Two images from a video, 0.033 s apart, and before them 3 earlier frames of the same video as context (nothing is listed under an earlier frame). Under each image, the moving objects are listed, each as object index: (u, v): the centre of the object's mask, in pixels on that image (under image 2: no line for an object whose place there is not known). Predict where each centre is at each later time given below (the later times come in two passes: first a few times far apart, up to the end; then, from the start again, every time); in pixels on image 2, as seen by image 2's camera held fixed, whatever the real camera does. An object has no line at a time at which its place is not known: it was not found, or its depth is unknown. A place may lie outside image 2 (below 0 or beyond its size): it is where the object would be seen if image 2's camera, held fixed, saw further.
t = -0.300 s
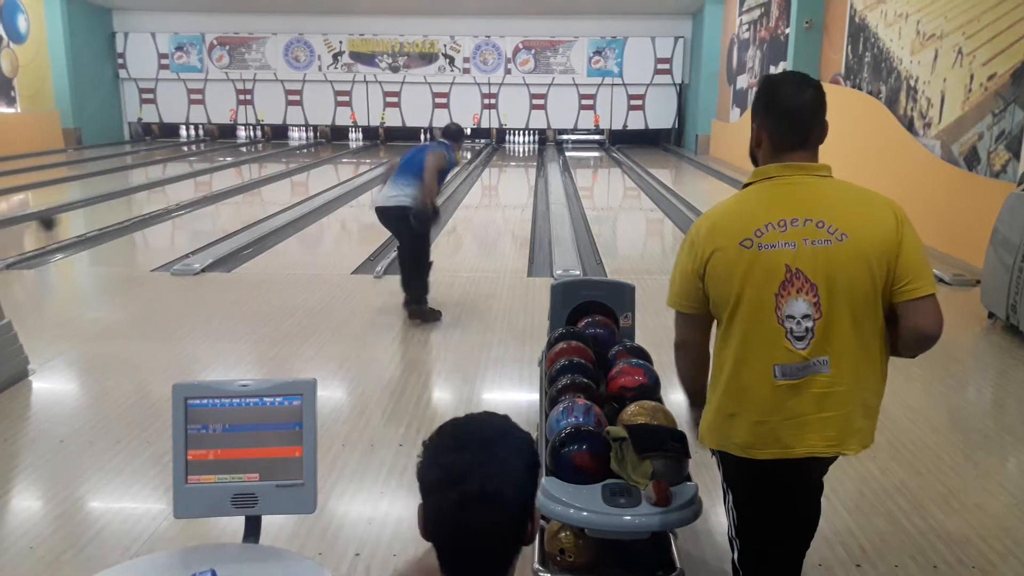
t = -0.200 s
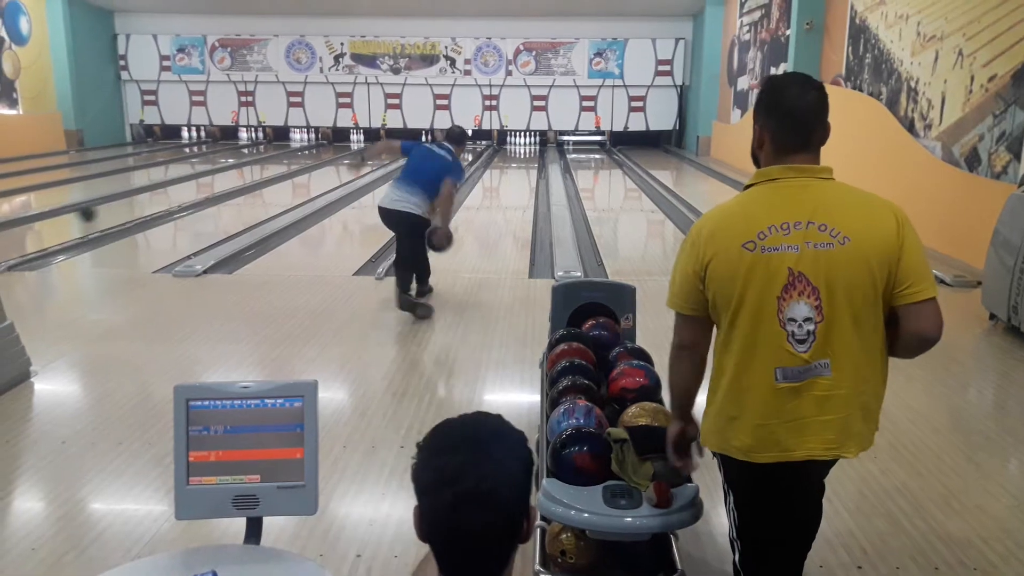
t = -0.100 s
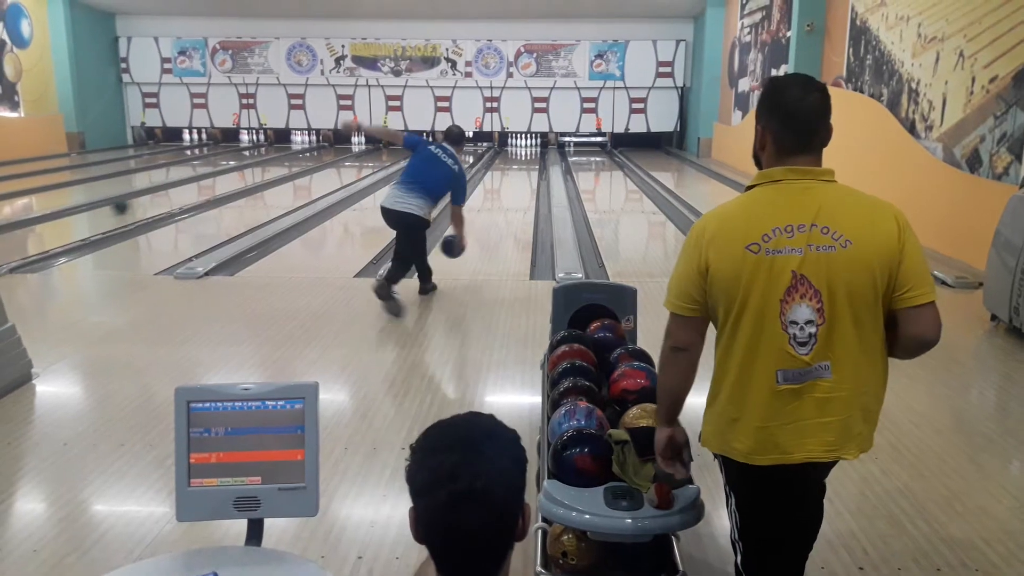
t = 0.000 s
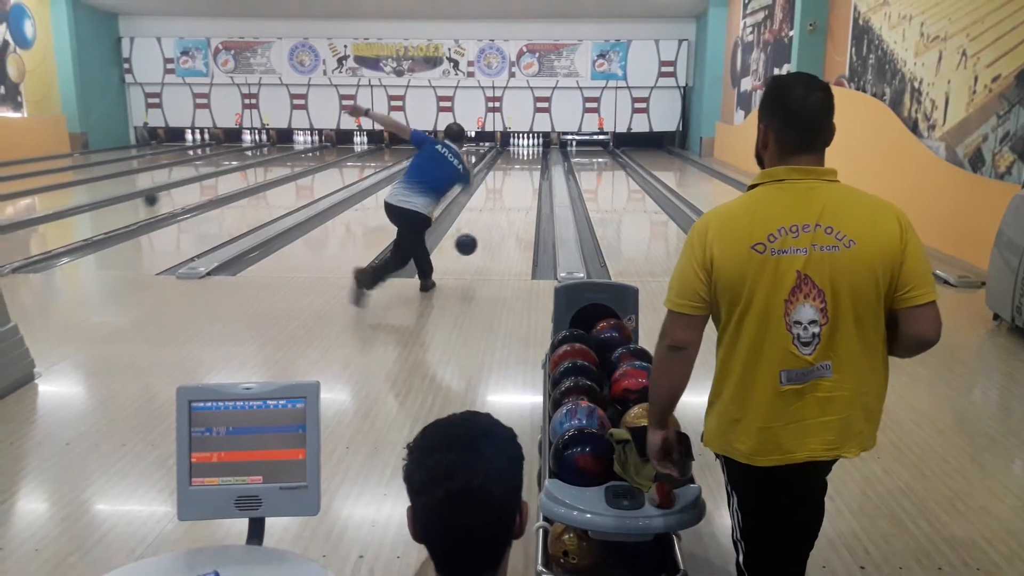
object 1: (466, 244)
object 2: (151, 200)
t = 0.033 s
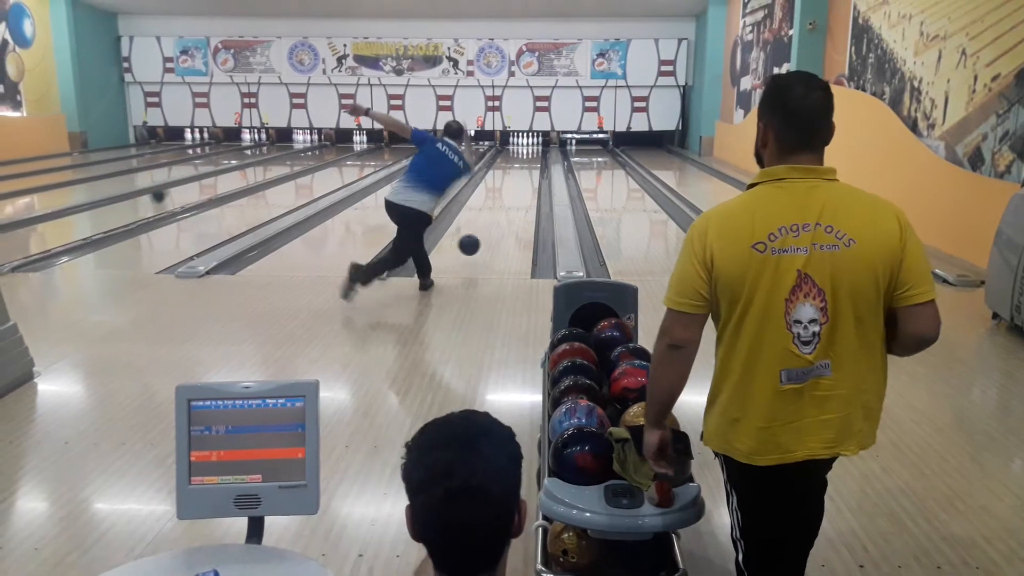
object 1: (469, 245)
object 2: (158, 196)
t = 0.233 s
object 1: (486, 229)
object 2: (201, 184)
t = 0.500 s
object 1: (501, 207)
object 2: (246, 172)
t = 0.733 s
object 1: (511, 192)
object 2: (276, 163)
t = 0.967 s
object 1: (518, 181)
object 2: (300, 156)
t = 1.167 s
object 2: (317, 151)
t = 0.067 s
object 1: (472, 247)
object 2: (166, 194)
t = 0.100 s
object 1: (475, 243)
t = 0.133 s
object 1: (478, 238)
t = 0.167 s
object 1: (481, 235)
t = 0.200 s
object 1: (483, 232)
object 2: (195, 185)
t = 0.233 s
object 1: (486, 229)
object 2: (201, 184)
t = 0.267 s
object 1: (488, 226)
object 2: (207, 182)
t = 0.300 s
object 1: (490, 223)
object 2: (214, 180)
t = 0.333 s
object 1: (492, 220)
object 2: (219, 178)
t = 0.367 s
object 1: (494, 217)
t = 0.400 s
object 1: (496, 214)
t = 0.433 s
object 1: (498, 212)
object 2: (236, 174)
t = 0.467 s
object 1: (500, 209)
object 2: (241, 173)
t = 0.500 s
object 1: (501, 207)
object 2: (246, 172)
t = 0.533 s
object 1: (503, 205)
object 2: (251, 170)
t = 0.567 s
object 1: (504, 202)
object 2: (255, 169)
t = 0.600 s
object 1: (506, 200)
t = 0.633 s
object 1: (507, 198)
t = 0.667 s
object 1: (508, 196)
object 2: (268, 165)
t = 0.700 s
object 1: (510, 194)
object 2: (272, 164)
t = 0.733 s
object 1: (511, 192)
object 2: (276, 163)
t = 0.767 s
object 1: (512, 190)
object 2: (280, 161)
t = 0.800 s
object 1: (513, 188)
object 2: (283, 161)
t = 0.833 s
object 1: (514, 187)
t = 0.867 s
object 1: (515, 185)
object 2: (290, 158)
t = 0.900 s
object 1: (516, 184)
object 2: (294, 158)
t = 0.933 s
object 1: (517, 182)
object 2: (297, 157)
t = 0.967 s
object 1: (518, 181)
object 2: (300, 156)
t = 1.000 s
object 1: (519, 179)
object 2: (304, 155)
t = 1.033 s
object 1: (520, 178)
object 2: (307, 154)
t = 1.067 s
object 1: (521, 177)
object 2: (309, 154)
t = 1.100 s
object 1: (520, 177)
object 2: (312, 153)
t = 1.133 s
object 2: (315, 152)
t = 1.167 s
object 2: (317, 151)
